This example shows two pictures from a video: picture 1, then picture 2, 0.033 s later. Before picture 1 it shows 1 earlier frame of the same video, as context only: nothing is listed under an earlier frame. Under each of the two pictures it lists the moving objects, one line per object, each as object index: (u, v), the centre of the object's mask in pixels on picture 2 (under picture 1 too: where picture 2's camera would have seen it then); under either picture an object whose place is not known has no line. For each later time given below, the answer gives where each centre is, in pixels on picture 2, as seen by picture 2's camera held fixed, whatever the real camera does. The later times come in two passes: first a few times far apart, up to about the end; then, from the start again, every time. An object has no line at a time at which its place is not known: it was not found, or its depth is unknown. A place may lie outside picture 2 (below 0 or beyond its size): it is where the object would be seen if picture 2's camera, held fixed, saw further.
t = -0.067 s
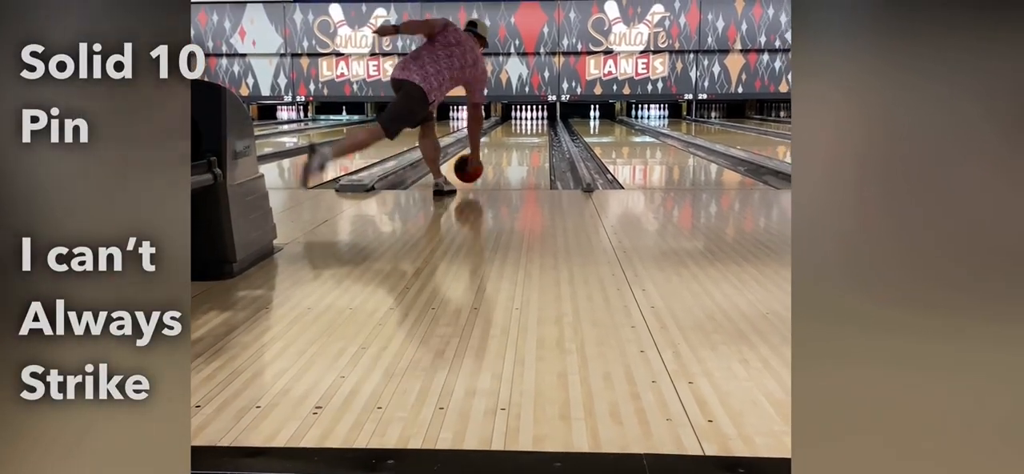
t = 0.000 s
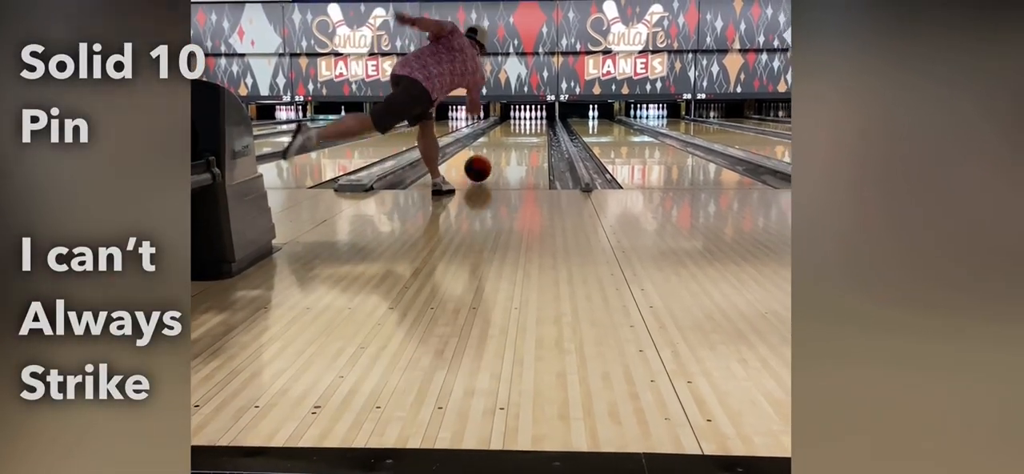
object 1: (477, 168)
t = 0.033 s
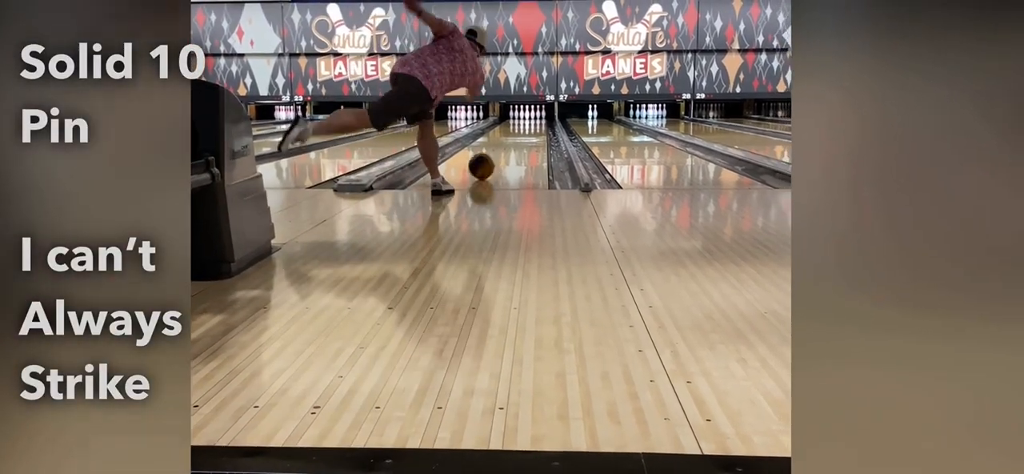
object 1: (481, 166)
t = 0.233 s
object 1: (501, 152)
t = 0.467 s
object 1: (517, 142)
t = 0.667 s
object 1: (526, 136)
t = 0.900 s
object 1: (534, 131)
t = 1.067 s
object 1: (538, 127)
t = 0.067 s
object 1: (485, 163)
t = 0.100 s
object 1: (489, 161)
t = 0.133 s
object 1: (492, 159)
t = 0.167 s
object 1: (495, 156)
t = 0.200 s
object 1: (498, 155)
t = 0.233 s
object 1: (501, 152)
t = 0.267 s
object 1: (504, 151)
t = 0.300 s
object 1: (507, 149)
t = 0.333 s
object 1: (509, 148)
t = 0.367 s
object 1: (511, 146)
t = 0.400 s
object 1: (513, 145)
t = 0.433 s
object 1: (515, 143)
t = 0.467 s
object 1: (517, 142)
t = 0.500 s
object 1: (519, 140)
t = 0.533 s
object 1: (520, 140)
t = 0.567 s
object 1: (522, 138)
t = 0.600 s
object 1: (523, 138)
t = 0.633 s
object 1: (525, 136)
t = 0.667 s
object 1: (526, 136)
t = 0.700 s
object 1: (527, 135)
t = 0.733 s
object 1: (528, 134)
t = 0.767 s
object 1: (530, 133)
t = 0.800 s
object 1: (531, 132)
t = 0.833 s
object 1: (531, 132)
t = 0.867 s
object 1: (533, 131)
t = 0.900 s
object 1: (534, 131)
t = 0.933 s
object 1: (535, 130)
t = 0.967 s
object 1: (535, 129)
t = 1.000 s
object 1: (536, 129)
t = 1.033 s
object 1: (537, 128)
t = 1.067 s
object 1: (538, 127)
